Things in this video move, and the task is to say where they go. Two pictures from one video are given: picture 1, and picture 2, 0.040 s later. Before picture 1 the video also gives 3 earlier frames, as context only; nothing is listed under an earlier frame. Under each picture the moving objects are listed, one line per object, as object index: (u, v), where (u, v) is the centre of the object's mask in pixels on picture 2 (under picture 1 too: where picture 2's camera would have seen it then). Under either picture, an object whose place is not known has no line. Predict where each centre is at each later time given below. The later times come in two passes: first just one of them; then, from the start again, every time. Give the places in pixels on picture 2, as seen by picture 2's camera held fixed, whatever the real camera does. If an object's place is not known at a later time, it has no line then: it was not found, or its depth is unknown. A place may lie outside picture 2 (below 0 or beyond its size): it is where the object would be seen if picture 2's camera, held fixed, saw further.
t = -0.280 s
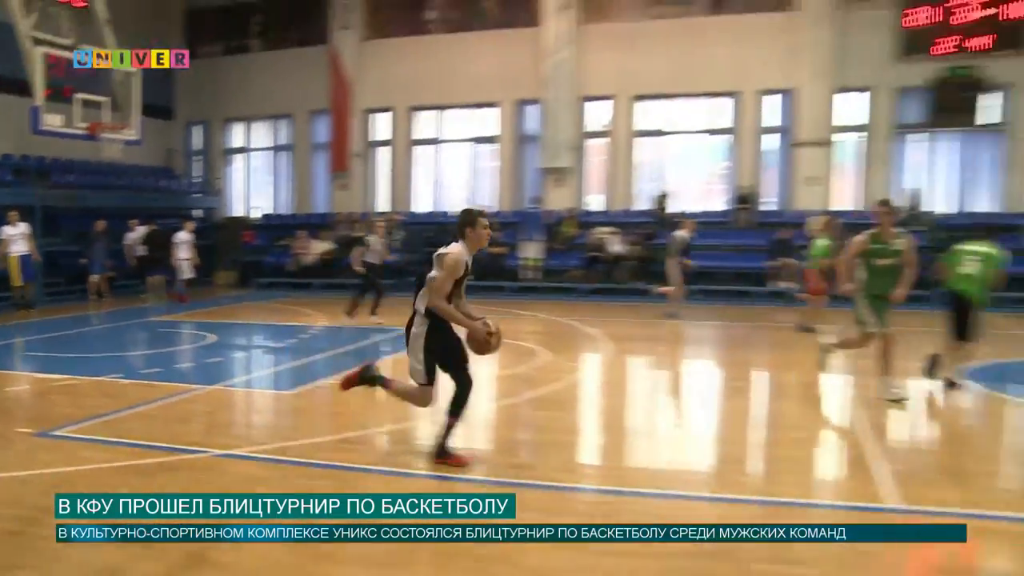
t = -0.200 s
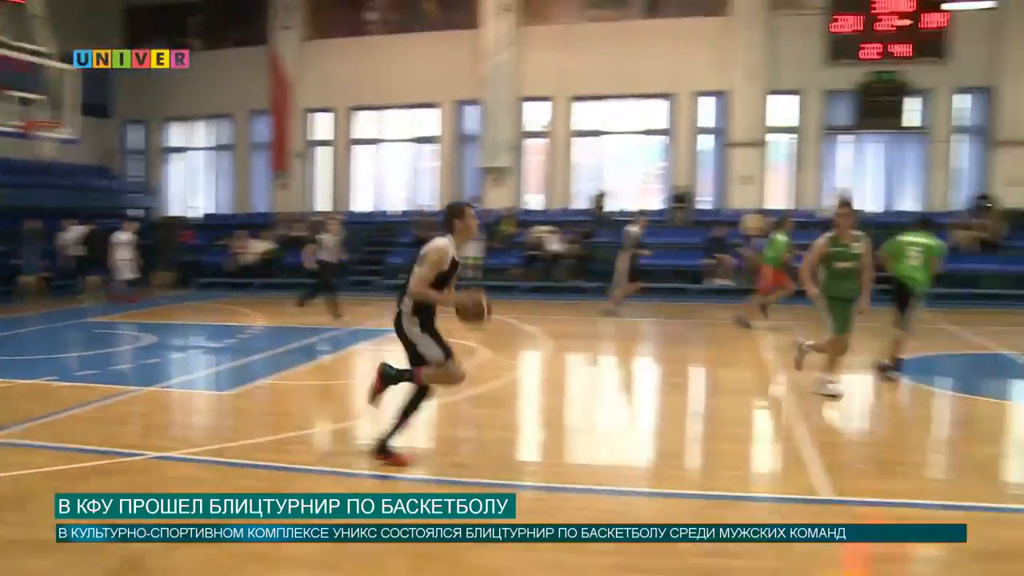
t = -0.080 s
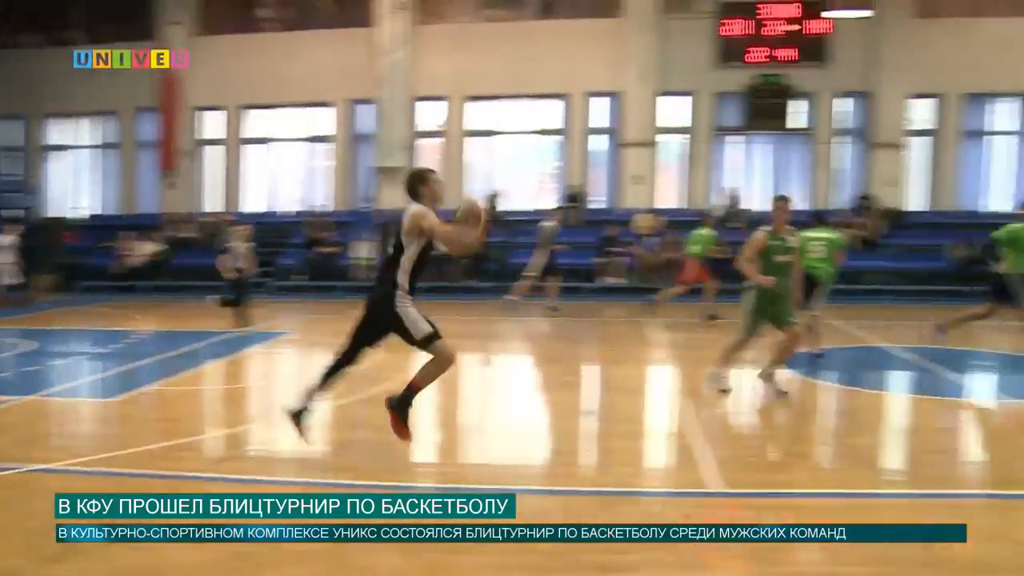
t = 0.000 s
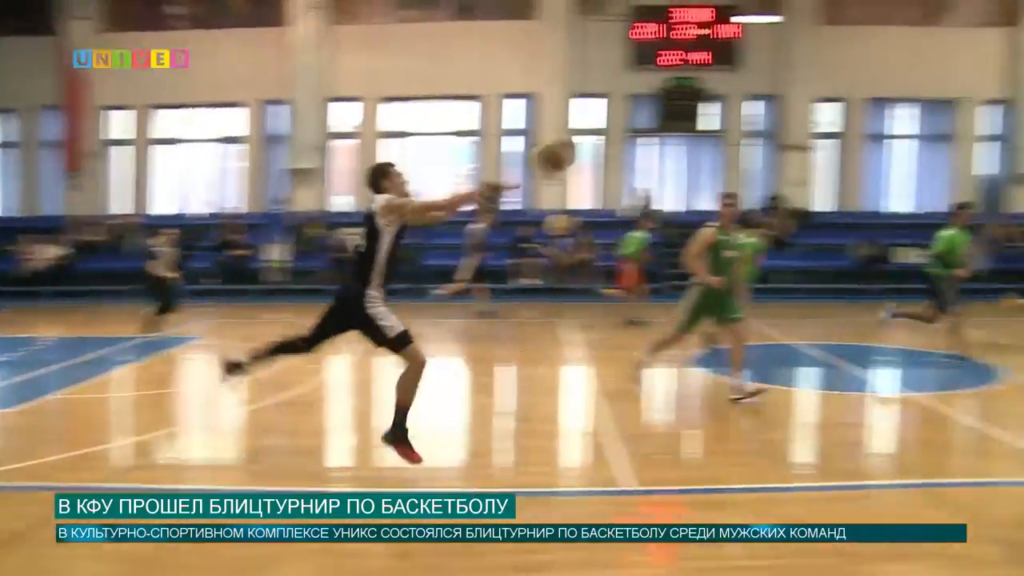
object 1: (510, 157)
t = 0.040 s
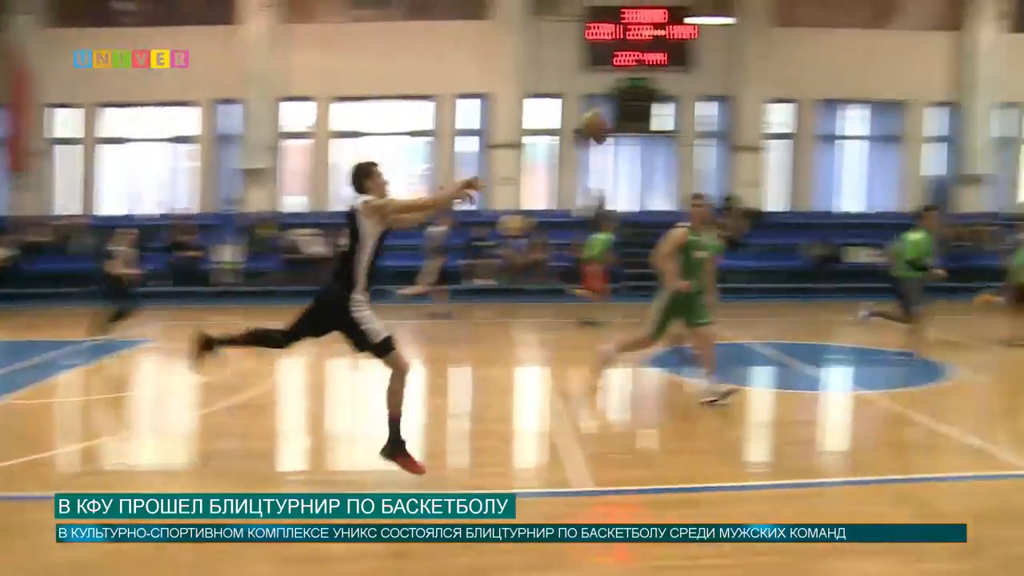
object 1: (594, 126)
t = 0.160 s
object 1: (827, 68)
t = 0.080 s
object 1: (677, 107)
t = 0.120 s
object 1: (755, 86)
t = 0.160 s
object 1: (827, 68)
